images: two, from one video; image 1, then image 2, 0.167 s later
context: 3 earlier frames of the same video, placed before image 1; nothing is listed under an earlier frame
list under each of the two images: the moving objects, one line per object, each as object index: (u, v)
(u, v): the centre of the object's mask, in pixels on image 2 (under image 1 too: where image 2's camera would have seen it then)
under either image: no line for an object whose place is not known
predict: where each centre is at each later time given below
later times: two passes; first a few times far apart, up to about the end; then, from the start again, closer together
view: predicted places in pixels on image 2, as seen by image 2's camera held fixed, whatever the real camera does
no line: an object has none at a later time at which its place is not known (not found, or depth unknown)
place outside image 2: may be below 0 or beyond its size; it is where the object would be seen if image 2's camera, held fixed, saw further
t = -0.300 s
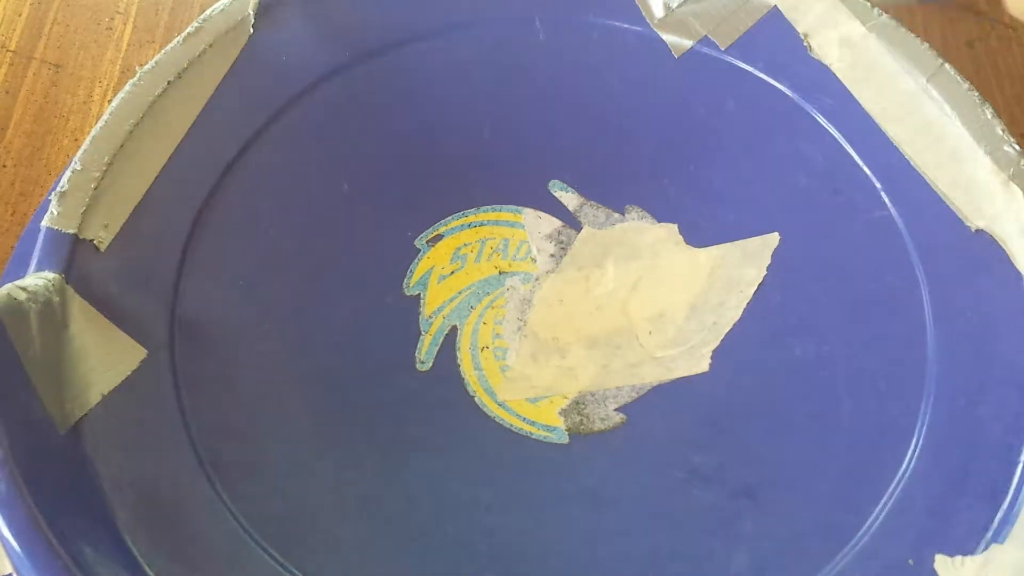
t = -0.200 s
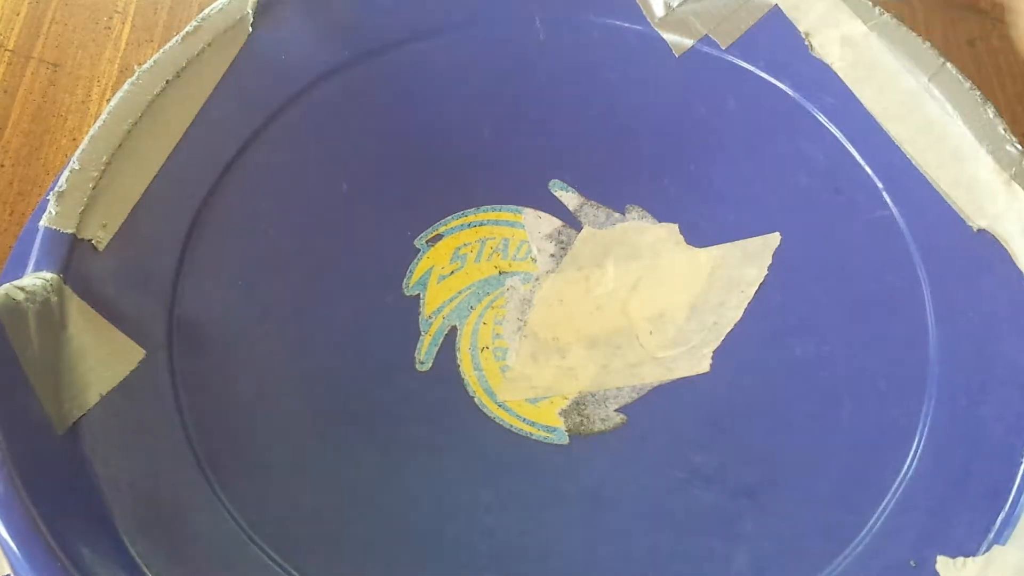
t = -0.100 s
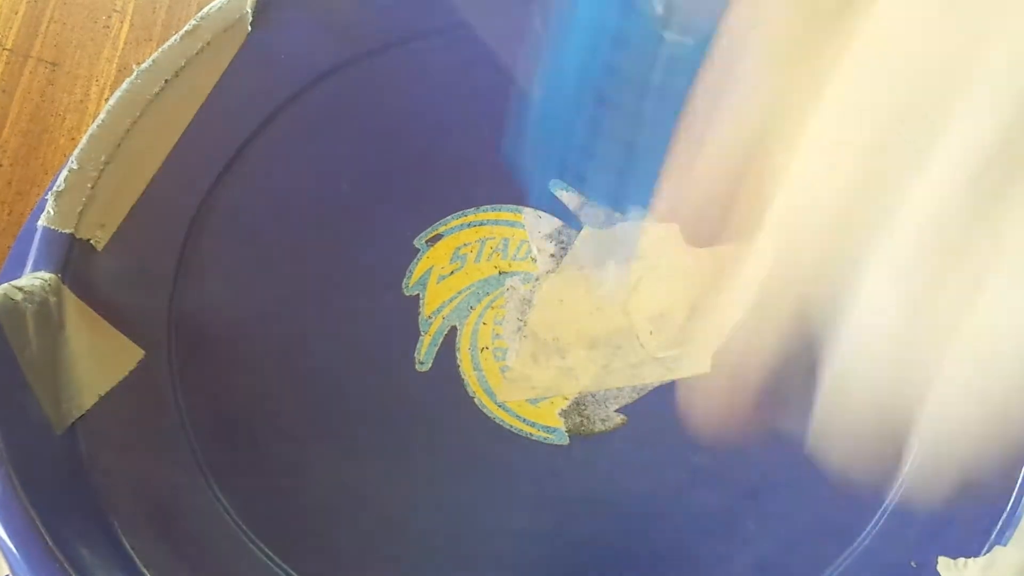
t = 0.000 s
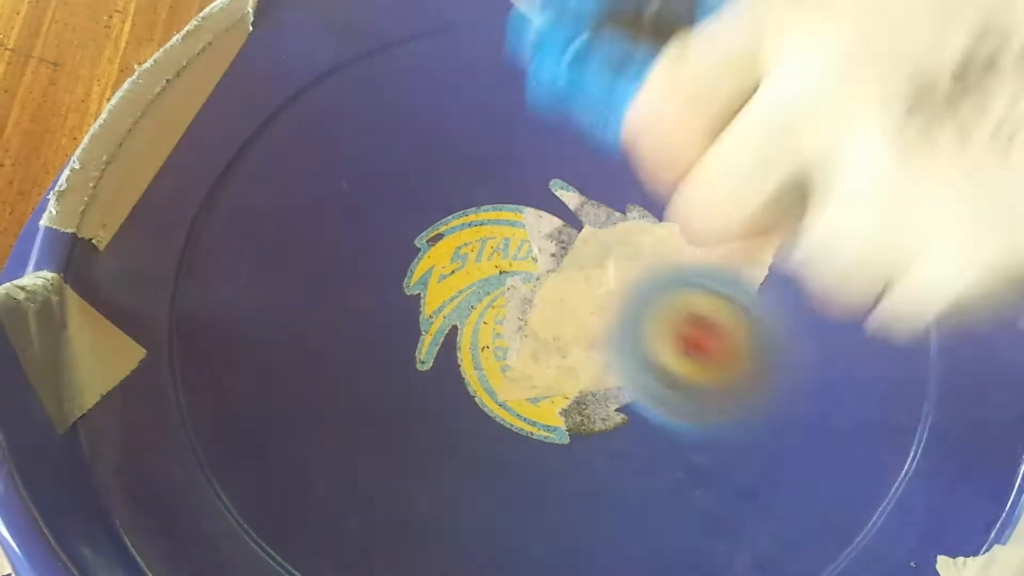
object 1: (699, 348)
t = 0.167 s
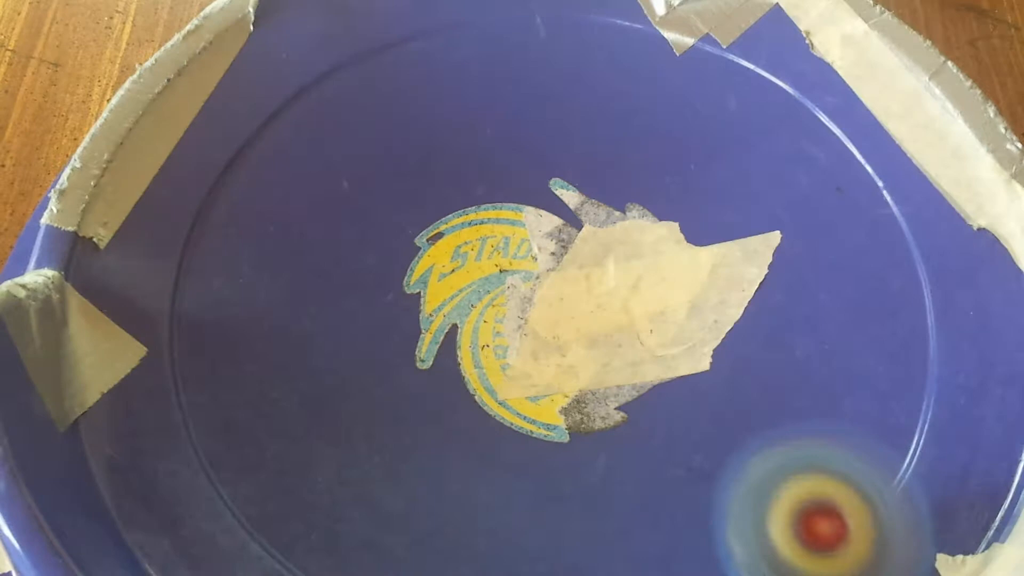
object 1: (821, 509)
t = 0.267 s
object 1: (844, 505)
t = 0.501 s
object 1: (877, 288)
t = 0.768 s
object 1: (758, 99)
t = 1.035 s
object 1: (499, 372)
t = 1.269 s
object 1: (836, 539)
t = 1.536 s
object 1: (809, 267)
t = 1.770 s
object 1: (407, 292)
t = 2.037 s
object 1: (459, 540)
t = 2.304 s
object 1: (707, 442)
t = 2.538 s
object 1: (508, 195)
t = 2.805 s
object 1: (174, 304)
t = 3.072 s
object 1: (427, 472)
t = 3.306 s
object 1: (622, 230)
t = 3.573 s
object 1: (392, 49)
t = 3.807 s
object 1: (254, 216)
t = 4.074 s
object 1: (620, 355)
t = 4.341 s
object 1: (727, 93)
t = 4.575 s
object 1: (521, 32)
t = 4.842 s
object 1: (427, 284)
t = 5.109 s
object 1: (796, 389)
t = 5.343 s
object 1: (881, 207)
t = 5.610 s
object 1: (613, 160)
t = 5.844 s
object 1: (462, 393)
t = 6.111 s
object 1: (695, 510)
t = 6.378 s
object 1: (717, 322)
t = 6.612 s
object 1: (489, 242)
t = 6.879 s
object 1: (321, 371)
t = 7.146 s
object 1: (506, 409)
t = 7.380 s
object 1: (541, 235)
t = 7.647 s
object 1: (460, 162)
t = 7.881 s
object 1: (452, 198)
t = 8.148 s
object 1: (560, 225)
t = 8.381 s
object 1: (612, 195)
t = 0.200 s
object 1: (827, 514)
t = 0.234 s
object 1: (835, 510)
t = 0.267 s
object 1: (844, 505)
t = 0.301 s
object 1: (852, 490)
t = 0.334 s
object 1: (859, 463)
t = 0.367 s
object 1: (863, 431)
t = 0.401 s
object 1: (866, 394)
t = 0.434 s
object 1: (870, 358)
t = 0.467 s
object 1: (874, 322)
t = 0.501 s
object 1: (877, 288)
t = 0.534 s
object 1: (878, 255)
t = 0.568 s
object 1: (875, 225)
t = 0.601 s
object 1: (872, 196)
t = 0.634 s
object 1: (866, 167)
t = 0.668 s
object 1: (851, 141)
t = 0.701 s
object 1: (828, 120)
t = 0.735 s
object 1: (795, 106)
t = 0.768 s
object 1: (758, 99)
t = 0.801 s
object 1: (717, 99)
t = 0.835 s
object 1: (671, 109)
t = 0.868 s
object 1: (629, 128)
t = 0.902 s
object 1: (586, 151)
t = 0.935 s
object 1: (548, 188)
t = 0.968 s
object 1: (513, 241)
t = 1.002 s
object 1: (497, 306)
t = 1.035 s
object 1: (499, 372)
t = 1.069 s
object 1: (523, 438)
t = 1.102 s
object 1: (560, 490)
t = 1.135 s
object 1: (609, 513)
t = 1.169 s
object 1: (659, 530)
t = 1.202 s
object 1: (723, 542)
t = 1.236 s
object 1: (780, 539)
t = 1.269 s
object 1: (836, 539)
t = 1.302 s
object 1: (874, 520)
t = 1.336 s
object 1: (881, 501)
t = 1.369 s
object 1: (896, 459)
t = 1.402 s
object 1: (896, 415)
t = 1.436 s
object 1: (890, 373)
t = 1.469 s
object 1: (874, 334)
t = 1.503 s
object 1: (847, 298)
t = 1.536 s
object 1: (809, 267)
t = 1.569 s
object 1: (761, 235)
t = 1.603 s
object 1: (703, 222)
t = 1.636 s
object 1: (648, 213)
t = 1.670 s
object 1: (584, 214)
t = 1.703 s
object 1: (525, 226)
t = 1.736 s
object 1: (457, 252)
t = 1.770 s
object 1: (407, 292)
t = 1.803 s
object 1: (362, 334)
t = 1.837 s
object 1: (335, 379)
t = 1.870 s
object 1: (318, 426)
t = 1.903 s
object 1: (316, 481)
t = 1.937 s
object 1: (330, 512)
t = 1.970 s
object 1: (369, 524)
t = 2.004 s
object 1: (414, 534)
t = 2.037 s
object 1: (459, 540)
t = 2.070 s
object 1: (495, 543)
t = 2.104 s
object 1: (540, 551)
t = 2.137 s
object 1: (580, 548)
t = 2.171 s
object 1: (618, 540)
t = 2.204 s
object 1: (653, 528)
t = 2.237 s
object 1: (680, 510)
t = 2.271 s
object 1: (698, 479)
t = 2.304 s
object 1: (707, 442)
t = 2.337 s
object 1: (710, 399)
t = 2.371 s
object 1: (695, 357)
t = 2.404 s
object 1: (672, 316)
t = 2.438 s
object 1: (637, 269)
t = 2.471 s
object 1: (595, 230)
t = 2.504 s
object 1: (555, 210)
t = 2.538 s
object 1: (508, 195)
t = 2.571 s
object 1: (453, 186)
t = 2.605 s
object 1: (400, 183)
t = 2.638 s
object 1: (346, 186)
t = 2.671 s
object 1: (296, 197)
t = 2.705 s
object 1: (253, 216)
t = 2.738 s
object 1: (214, 242)
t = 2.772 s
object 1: (184, 268)
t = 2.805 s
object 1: (174, 304)
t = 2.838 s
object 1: (190, 344)
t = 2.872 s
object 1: (215, 383)
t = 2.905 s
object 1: (230, 412)
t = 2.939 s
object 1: (256, 444)
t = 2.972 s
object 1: (290, 463)
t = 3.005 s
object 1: (332, 475)
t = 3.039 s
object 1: (377, 479)
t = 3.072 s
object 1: (427, 472)
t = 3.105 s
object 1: (478, 465)
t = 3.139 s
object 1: (528, 442)
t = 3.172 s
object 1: (576, 407)
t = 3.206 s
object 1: (605, 371)
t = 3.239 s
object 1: (618, 321)
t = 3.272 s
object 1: (623, 275)
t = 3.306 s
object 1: (622, 230)
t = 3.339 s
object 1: (607, 190)
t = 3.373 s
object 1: (588, 161)
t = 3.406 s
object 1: (565, 133)
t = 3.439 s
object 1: (536, 106)
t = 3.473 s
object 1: (504, 83)
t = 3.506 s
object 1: (468, 62)
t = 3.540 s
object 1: (430, 53)
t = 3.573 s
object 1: (392, 49)
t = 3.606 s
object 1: (351, 49)
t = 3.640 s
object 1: (316, 58)
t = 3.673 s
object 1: (288, 81)
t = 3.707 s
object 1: (268, 111)
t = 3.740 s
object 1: (254, 143)
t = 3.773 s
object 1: (248, 179)
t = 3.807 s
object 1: (254, 216)
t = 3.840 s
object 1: (273, 255)
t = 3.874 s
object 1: (306, 295)
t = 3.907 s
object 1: (336, 326)
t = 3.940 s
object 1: (384, 359)
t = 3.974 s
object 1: (440, 377)
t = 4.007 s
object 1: (510, 387)
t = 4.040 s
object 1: (573, 373)
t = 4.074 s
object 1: (620, 355)
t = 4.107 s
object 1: (660, 327)
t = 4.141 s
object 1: (701, 284)
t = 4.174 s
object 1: (722, 244)
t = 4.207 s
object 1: (732, 213)
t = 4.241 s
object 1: (736, 182)
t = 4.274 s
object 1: (738, 158)
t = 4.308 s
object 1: (734, 122)
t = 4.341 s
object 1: (727, 93)
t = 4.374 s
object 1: (712, 60)
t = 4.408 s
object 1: (683, 40)
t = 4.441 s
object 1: (658, 29)
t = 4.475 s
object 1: (629, 24)
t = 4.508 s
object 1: (593, 22)
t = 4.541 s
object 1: (555, 25)
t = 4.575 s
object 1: (521, 32)
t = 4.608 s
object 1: (485, 42)
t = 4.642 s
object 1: (453, 59)
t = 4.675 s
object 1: (430, 85)
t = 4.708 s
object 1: (412, 123)
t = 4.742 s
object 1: (403, 160)
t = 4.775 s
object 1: (401, 199)
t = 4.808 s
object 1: (408, 237)
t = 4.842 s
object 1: (427, 284)
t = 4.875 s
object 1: (451, 324)
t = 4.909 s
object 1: (491, 357)
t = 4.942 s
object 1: (540, 386)
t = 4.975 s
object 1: (593, 402)
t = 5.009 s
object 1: (650, 411)
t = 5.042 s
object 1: (703, 410)
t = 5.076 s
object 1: (748, 404)
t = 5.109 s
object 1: (796, 389)
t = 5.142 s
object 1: (831, 372)
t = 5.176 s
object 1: (862, 347)
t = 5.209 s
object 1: (887, 319)
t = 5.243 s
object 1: (903, 287)
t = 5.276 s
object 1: (905, 261)
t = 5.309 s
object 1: (897, 232)
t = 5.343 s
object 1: (881, 207)
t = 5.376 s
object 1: (857, 184)
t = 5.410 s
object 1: (830, 166)
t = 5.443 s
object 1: (801, 153)
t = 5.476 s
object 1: (764, 145)
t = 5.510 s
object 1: (728, 138)
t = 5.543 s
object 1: (688, 144)
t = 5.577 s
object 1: (653, 148)
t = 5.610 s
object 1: (613, 160)
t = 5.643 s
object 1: (578, 176)
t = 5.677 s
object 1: (542, 202)
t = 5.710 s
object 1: (512, 234)
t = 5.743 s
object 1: (492, 272)
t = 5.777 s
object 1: (470, 314)
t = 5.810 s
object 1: (461, 354)
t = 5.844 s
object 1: (462, 393)
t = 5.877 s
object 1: (474, 433)
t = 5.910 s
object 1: (494, 463)
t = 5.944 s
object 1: (521, 490)
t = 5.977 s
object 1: (556, 502)
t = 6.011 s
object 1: (591, 508)
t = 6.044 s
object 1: (629, 507)
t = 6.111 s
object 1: (695, 510)
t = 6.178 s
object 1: (746, 483)
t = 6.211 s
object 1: (760, 457)
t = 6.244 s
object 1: (767, 430)
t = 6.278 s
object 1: (768, 403)
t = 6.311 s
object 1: (756, 373)
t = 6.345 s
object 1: (740, 347)
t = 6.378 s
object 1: (717, 322)
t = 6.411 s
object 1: (686, 299)
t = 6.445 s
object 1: (649, 270)
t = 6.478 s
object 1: (616, 256)
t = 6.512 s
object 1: (583, 254)
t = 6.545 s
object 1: (552, 247)
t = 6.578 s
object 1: (519, 245)
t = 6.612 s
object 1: (489, 242)
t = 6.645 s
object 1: (450, 249)
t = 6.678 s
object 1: (413, 257)
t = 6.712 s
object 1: (383, 268)
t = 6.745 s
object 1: (359, 283)
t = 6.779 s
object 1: (338, 302)
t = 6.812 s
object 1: (328, 325)
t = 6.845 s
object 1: (322, 349)
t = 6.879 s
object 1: (321, 371)
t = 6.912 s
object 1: (330, 393)
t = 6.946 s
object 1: (346, 411)
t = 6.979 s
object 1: (370, 424)
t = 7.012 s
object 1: (393, 432)
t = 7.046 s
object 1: (420, 437)
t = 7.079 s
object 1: (451, 434)
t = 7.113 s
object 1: (482, 424)
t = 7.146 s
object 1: (506, 409)
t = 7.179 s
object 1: (527, 388)
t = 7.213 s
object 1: (545, 359)
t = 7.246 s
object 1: (556, 337)
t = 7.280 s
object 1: (557, 312)
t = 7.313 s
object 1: (554, 290)
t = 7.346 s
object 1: (547, 267)
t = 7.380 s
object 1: (541, 235)
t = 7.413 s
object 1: (536, 212)
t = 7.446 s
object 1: (528, 196)
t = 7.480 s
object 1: (515, 185)
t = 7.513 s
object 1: (504, 177)
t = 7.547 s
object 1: (491, 170)
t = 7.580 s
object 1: (478, 167)
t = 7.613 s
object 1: (468, 163)
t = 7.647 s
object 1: (460, 162)
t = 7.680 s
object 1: (450, 162)
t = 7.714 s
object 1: (441, 165)
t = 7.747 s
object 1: (435, 170)
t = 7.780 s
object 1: (434, 177)
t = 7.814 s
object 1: (437, 183)
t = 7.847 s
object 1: (444, 190)
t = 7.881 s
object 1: (452, 198)
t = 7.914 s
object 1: (460, 205)
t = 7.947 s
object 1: (470, 214)
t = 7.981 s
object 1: (482, 220)
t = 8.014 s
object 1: (495, 226)
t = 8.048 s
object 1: (508, 229)
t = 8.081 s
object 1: (527, 229)
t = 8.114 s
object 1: (542, 230)
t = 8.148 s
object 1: (560, 225)
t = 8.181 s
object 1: (580, 220)
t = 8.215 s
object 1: (593, 216)
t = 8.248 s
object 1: (602, 212)
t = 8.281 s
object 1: (606, 208)
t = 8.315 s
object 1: (609, 203)
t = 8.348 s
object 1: (612, 197)
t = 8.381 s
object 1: (612, 195)
